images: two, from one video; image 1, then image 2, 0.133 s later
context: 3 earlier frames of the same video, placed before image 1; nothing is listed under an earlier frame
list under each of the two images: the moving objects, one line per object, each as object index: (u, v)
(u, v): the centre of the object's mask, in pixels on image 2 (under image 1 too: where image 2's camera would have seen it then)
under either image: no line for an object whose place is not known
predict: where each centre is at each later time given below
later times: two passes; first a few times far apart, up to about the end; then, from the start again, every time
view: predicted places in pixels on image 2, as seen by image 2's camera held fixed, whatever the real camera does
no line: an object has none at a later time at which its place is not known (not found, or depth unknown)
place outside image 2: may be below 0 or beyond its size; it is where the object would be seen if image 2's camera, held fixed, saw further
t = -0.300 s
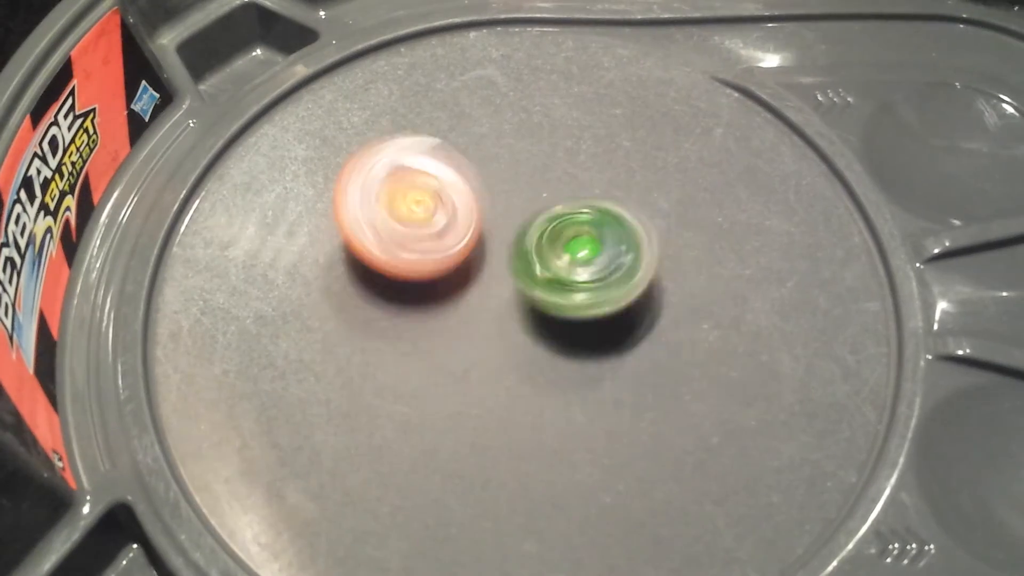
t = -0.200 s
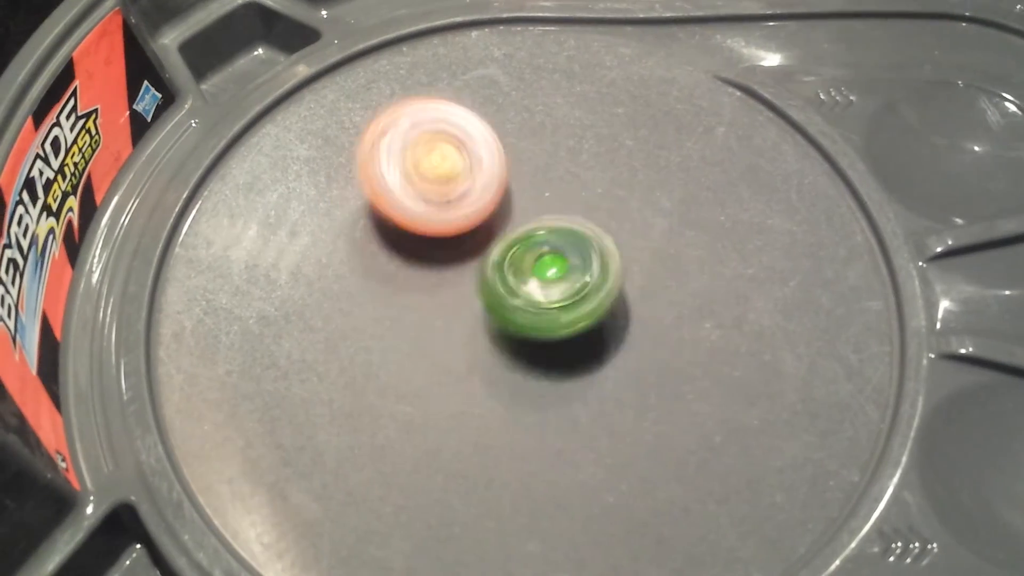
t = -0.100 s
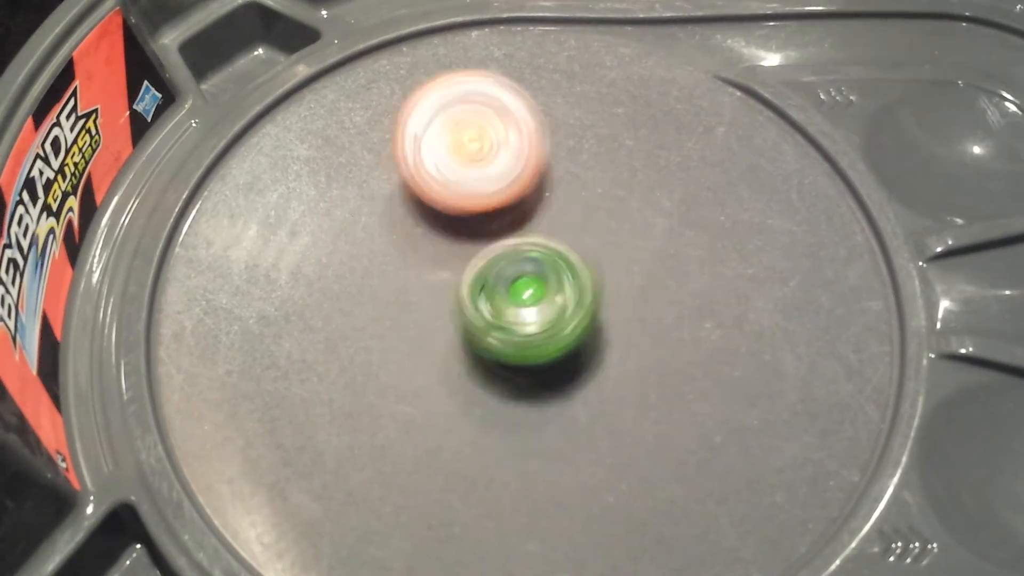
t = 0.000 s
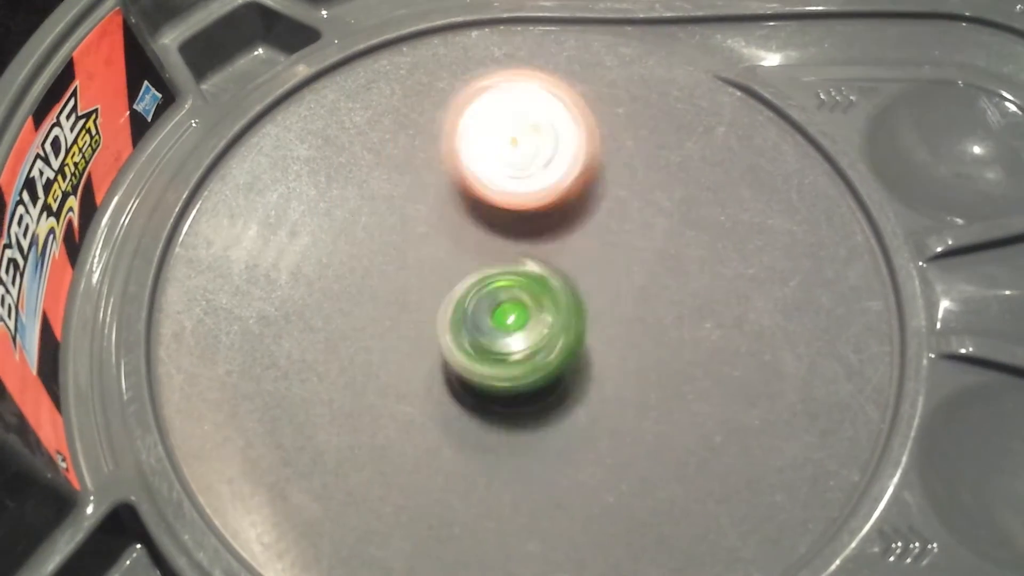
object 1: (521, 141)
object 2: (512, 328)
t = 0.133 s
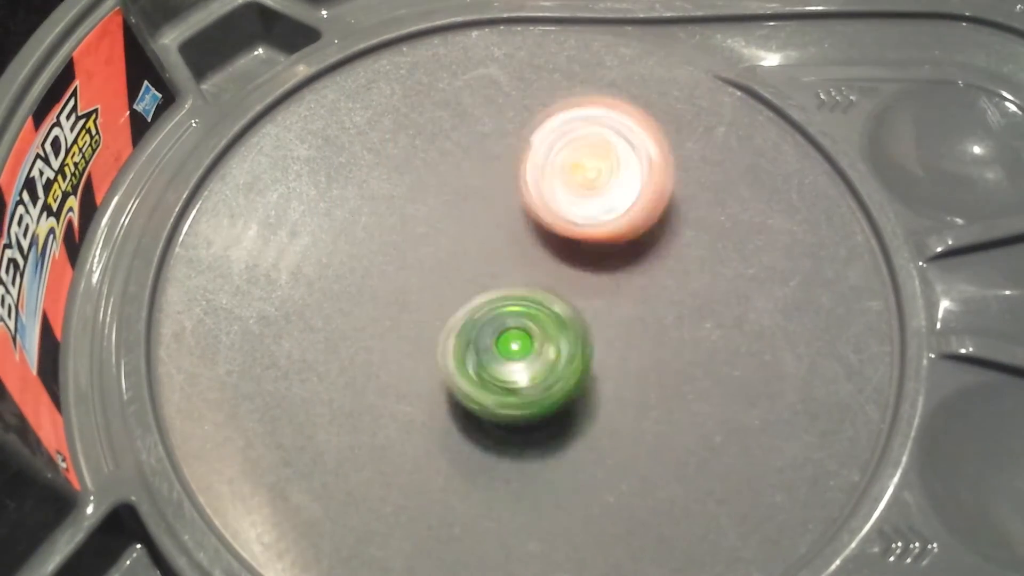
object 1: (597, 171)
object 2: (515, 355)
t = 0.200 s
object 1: (633, 198)
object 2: (527, 360)
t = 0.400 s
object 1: (713, 312)
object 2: (554, 341)
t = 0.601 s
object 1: (702, 425)
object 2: (508, 248)
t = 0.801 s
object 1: (599, 396)
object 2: (521, 241)
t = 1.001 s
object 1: (388, 347)
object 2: (600, 250)
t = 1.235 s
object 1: (287, 386)
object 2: (673, 253)
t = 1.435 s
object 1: (325, 380)
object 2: (646, 264)
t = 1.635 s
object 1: (417, 345)
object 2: (584, 246)
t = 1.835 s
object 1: (503, 377)
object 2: (580, 217)
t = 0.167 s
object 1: (620, 184)
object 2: (522, 357)
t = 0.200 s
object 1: (633, 198)
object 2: (527, 360)
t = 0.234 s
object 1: (652, 213)
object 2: (530, 359)
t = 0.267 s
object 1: (667, 234)
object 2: (537, 357)
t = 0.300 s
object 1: (680, 250)
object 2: (542, 353)
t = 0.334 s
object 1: (694, 271)
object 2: (546, 349)
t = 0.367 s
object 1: (703, 290)
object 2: (553, 346)
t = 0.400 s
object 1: (713, 312)
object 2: (554, 341)
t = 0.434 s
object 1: (716, 336)
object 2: (558, 332)
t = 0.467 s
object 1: (723, 359)
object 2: (549, 316)
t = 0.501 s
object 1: (735, 380)
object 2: (539, 299)
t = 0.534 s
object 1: (731, 402)
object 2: (525, 278)
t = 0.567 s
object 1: (718, 416)
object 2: (514, 264)
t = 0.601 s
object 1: (702, 425)
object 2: (508, 248)
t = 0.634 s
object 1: (685, 433)
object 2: (510, 242)
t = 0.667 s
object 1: (672, 434)
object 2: (512, 242)
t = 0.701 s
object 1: (657, 429)
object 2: (513, 239)
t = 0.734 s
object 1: (640, 423)
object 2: (514, 237)
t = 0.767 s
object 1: (622, 411)
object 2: (517, 237)
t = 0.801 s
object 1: (599, 396)
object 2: (521, 241)
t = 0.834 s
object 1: (575, 382)
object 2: (527, 242)
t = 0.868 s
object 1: (549, 364)
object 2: (536, 245)
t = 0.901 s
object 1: (517, 358)
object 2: (550, 251)
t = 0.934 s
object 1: (471, 353)
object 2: (567, 249)
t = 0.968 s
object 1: (432, 348)
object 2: (586, 248)
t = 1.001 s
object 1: (388, 347)
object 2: (600, 250)
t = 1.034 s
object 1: (353, 345)
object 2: (616, 255)
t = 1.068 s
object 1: (325, 348)
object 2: (629, 259)
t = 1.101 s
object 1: (303, 355)
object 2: (642, 261)
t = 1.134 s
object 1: (292, 364)
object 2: (653, 261)
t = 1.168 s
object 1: (287, 374)
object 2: (662, 260)
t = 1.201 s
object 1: (284, 381)
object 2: (669, 256)
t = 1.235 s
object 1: (287, 386)
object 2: (673, 253)
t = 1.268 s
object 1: (291, 389)
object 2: (674, 252)
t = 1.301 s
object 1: (297, 391)
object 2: (673, 253)
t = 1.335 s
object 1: (302, 391)
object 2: (669, 256)
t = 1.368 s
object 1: (309, 389)
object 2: (662, 261)
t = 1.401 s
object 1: (318, 386)
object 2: (655, 262)
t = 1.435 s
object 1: (325, 380)
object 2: (646, 264)
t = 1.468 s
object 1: (336, 376)
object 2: (635, 265)
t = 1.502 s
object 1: (347, 369)
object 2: (623, 265)
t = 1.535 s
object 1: (362, 360)
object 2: (612, 264)
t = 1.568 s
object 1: (378, 354)
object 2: (602, 259)
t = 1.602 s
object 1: (395, 348)
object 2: (590, 252)
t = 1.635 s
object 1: (417, 345)
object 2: (584, 246)
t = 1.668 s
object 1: (440, 347)
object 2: (581, 237)
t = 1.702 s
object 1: (463, 351)
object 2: (580, 230)
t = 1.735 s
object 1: (482, 355)
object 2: (578, 226)
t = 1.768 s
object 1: (494, 362)
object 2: (579, 221)
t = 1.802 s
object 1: (501, 370)
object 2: (579, 219)
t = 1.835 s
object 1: (503, 377)
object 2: (580, 217)
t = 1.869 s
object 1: (502, 379)
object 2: (580, 218)
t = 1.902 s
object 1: (502, 379)
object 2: (579, 221)
